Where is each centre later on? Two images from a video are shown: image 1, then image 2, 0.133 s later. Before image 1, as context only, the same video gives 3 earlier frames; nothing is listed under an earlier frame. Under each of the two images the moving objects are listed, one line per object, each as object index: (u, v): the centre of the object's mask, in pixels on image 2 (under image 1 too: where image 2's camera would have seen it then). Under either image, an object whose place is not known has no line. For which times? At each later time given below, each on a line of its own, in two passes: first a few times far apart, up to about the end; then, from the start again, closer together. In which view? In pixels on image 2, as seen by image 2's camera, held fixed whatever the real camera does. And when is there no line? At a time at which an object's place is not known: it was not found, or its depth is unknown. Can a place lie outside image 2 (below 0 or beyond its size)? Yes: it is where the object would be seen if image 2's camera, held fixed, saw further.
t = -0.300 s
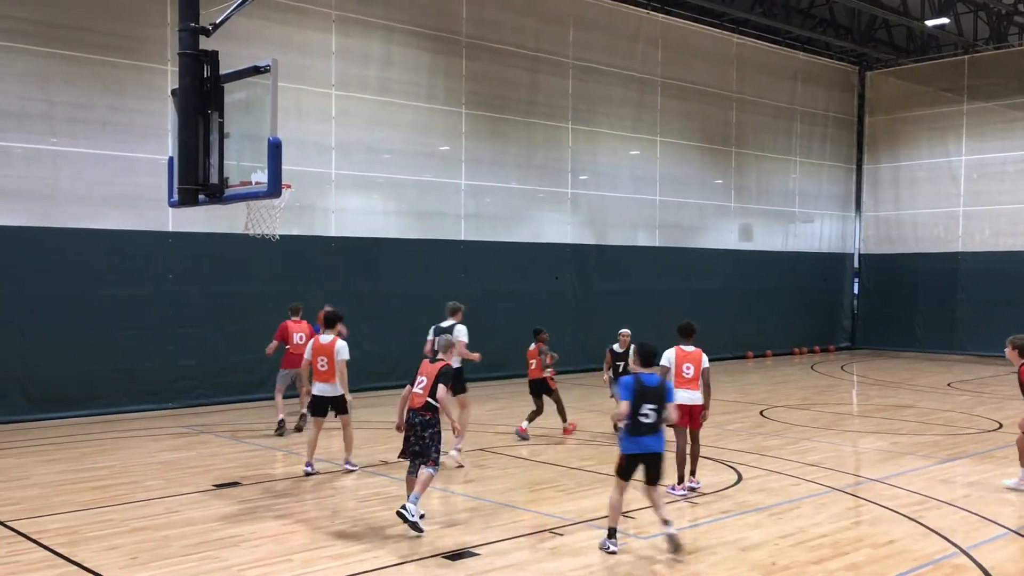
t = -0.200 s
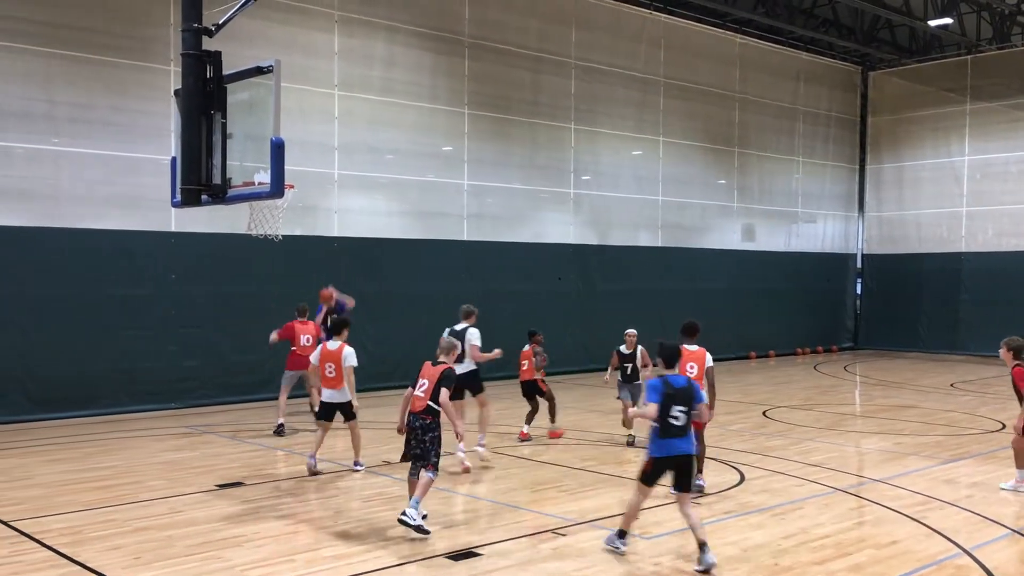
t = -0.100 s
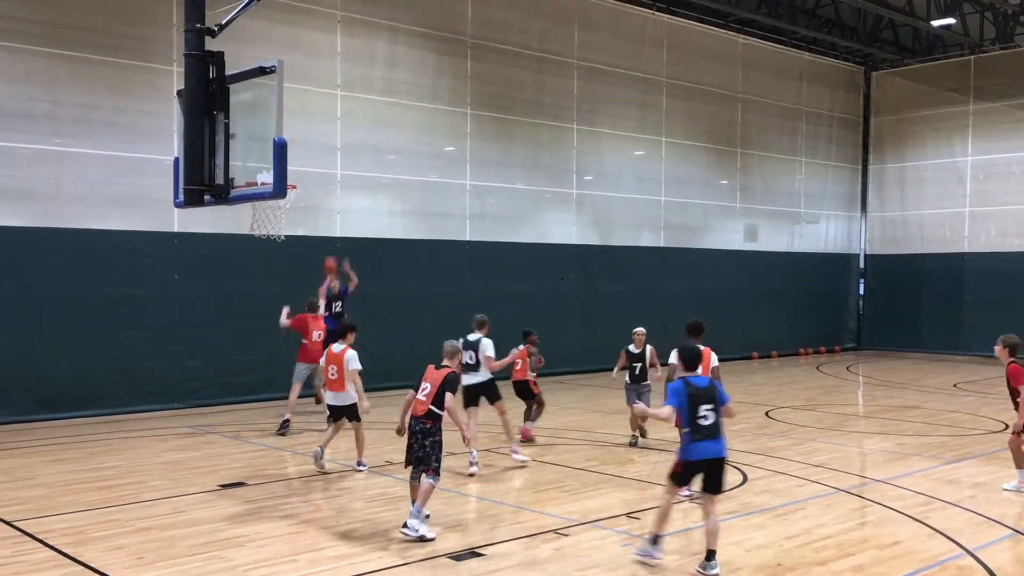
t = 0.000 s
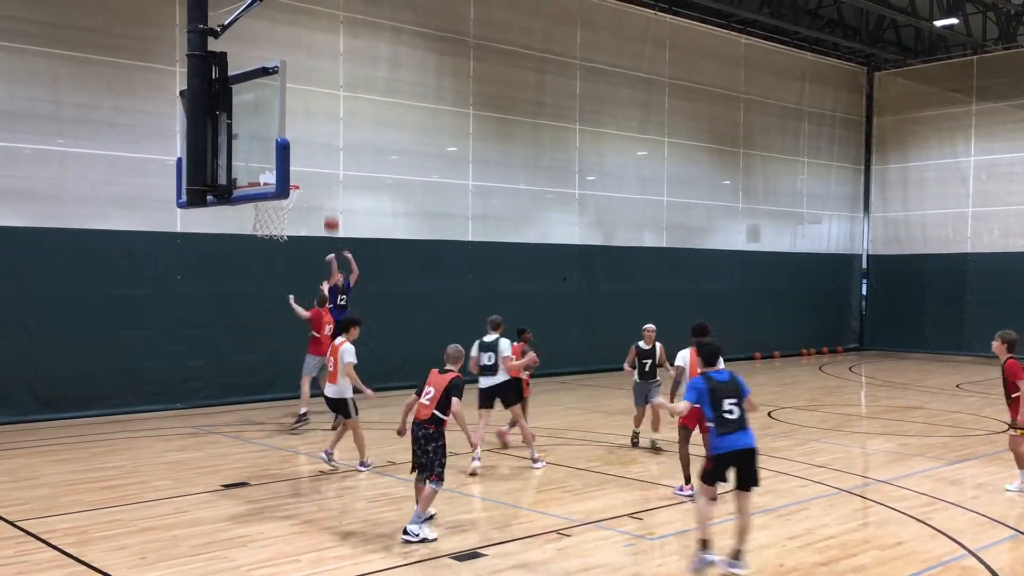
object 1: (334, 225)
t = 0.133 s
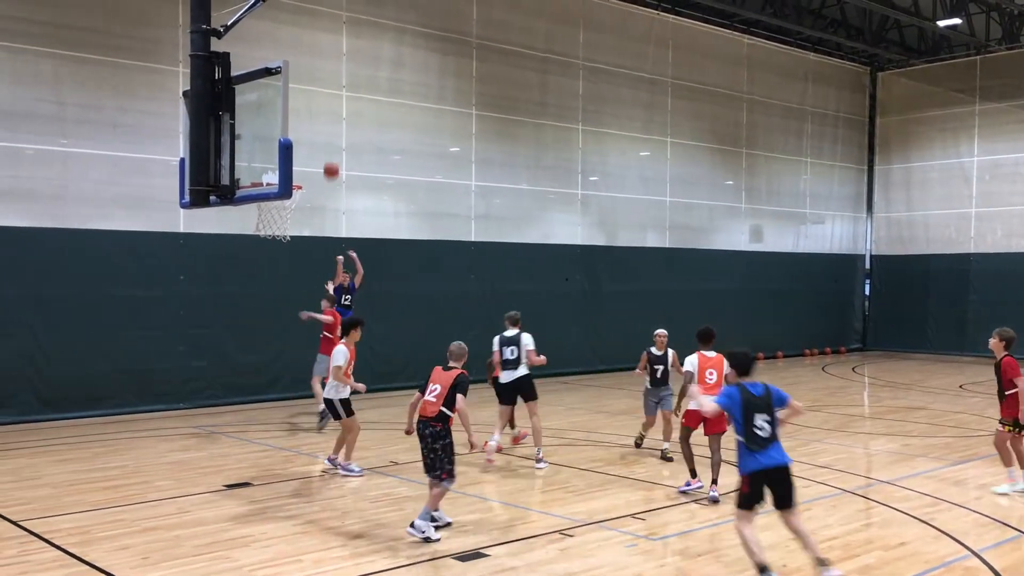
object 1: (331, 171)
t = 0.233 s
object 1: (328, 135)
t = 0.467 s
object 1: (320, 68)
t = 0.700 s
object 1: (309, 32)
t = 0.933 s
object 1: (296, 37)
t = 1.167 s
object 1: (277, 98)
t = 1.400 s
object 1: (289, 219)
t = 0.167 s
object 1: (330, 158)
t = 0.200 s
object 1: (329, 146)
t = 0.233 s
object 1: (328, 135)
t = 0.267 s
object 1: (327, 123)
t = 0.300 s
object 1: (326, 113)
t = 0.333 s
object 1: (325, 103)
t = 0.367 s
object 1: (324, 94)
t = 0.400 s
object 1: (322, 85)
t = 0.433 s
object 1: (321, 76)
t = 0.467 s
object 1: (320, 68)
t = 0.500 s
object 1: (319, 61)
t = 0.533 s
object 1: (317, 54)
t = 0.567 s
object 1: (316, 48)
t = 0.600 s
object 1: (314, 43)
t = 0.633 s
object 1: (313, 39)
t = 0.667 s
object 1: (311, 35)
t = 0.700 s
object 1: (309, 32)
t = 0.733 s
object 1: (308, 30)
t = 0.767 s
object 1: (306, 29)
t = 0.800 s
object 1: (305, 29)
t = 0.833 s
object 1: (302, 29)
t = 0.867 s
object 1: (300, 31)
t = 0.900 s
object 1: (299, 33)
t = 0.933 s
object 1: (296, 37)
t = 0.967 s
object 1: (294, 42)
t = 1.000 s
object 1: (292, 48)
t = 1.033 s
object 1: (290, 55)
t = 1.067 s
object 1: (291, 62)
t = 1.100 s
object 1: (292, 73)
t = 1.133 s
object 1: (275, 85)
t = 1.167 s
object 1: (277, 98)
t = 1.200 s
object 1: (272, 112)
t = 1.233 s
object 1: (270, 127)
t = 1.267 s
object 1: (268, 144)
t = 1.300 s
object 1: (265, 162)
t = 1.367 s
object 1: (279, 207)
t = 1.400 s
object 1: (289, 219)
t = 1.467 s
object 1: (298, 227)
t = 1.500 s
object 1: (302, 232)
